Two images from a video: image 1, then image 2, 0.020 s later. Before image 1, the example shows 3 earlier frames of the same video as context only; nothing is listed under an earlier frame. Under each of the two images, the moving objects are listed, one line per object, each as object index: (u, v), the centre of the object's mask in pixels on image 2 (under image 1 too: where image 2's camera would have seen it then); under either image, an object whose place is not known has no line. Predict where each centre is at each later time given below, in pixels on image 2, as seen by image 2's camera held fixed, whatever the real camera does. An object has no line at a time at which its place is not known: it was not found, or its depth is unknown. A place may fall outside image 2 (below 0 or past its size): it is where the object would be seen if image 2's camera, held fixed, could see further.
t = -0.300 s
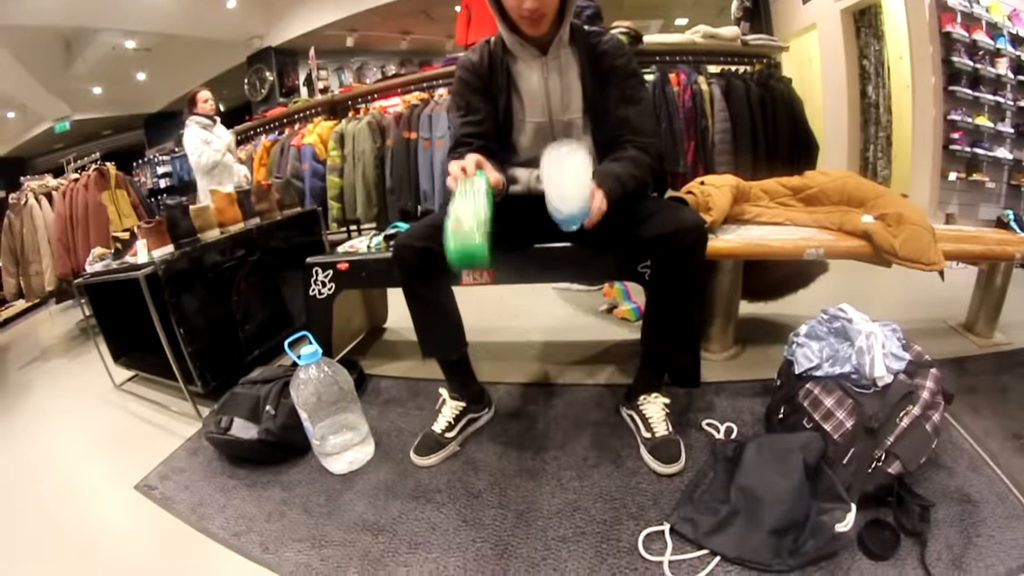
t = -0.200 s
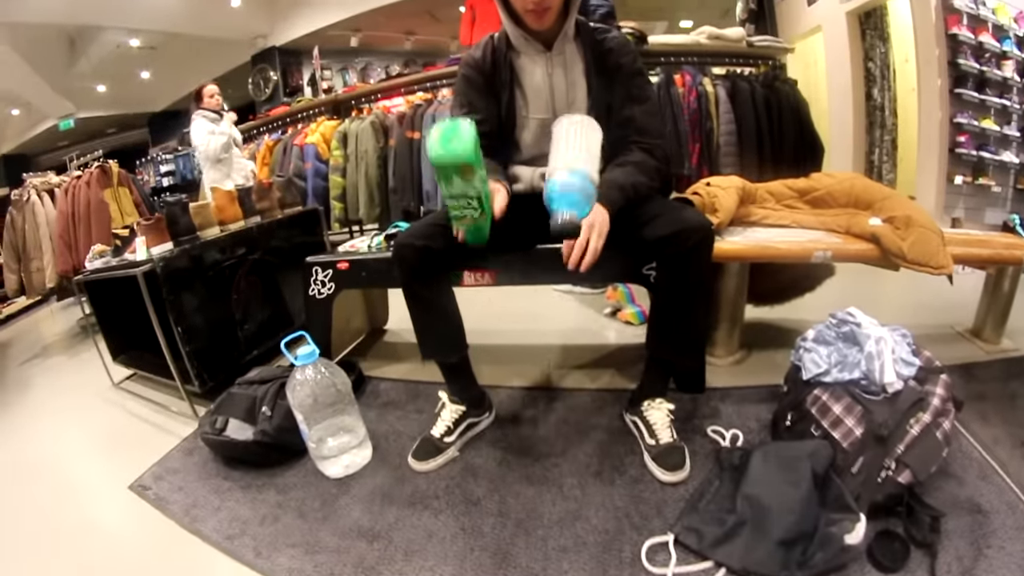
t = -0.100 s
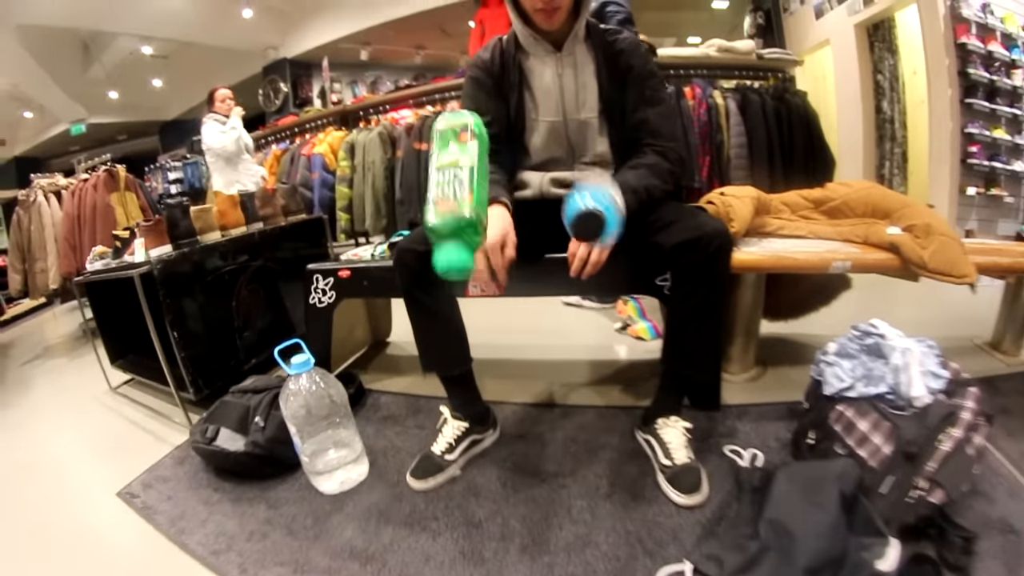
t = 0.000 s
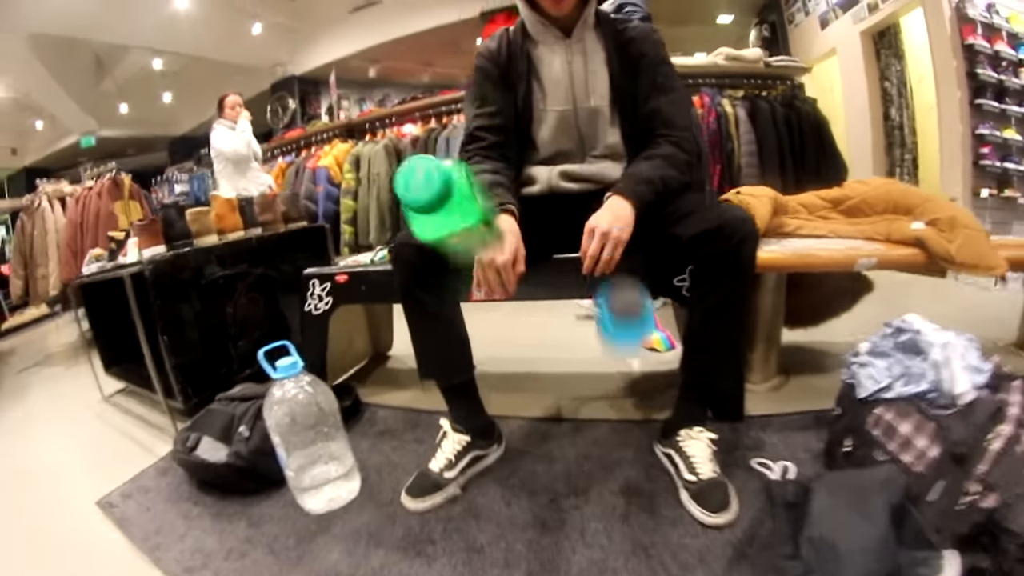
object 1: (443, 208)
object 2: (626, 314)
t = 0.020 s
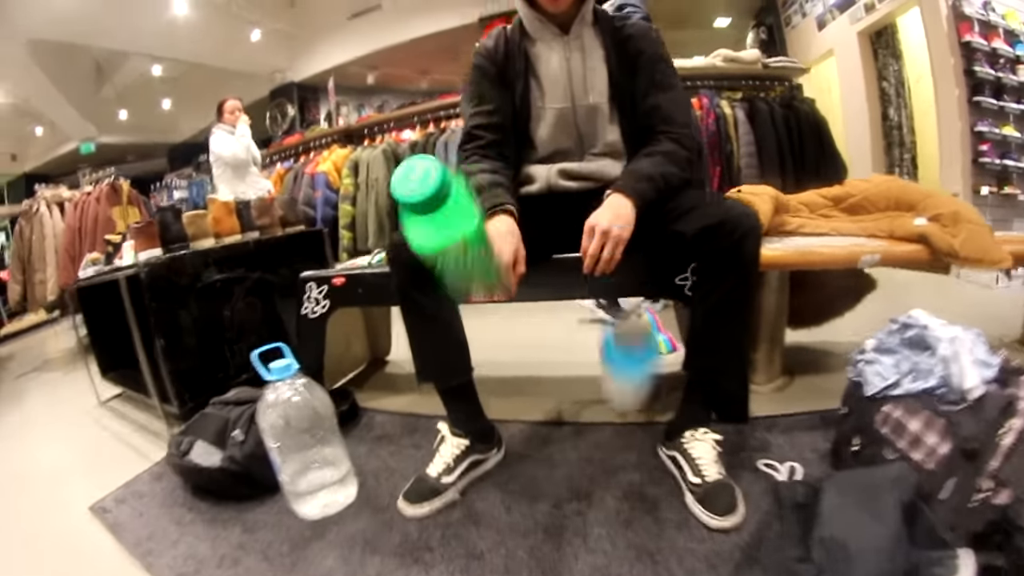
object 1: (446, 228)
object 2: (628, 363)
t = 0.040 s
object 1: (442, 243)
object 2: (628, 395)
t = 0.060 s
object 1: (439, 269)
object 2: (627, 427)
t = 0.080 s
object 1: (439, 303)
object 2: (626, 457)
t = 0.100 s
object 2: (624, 491)
